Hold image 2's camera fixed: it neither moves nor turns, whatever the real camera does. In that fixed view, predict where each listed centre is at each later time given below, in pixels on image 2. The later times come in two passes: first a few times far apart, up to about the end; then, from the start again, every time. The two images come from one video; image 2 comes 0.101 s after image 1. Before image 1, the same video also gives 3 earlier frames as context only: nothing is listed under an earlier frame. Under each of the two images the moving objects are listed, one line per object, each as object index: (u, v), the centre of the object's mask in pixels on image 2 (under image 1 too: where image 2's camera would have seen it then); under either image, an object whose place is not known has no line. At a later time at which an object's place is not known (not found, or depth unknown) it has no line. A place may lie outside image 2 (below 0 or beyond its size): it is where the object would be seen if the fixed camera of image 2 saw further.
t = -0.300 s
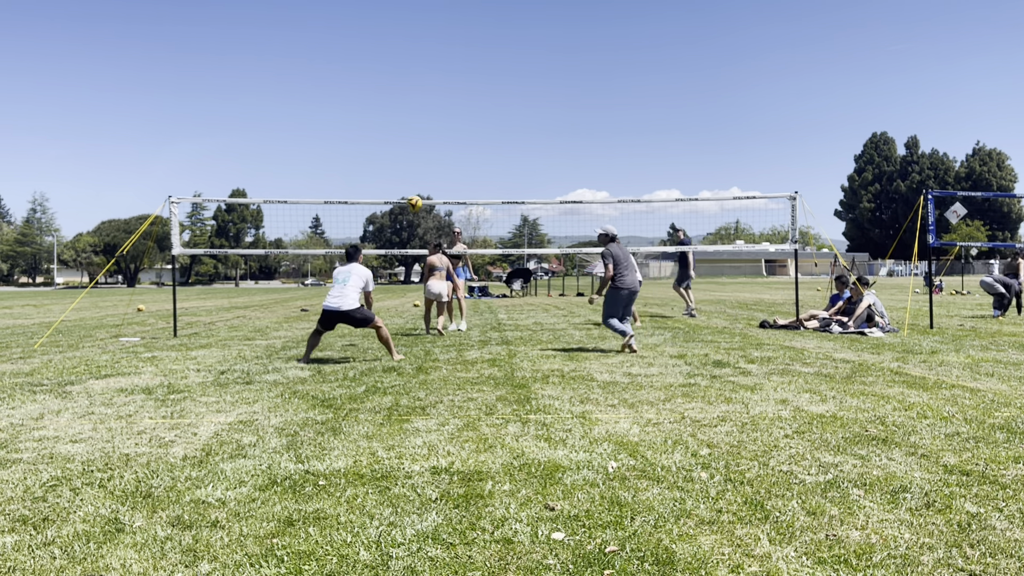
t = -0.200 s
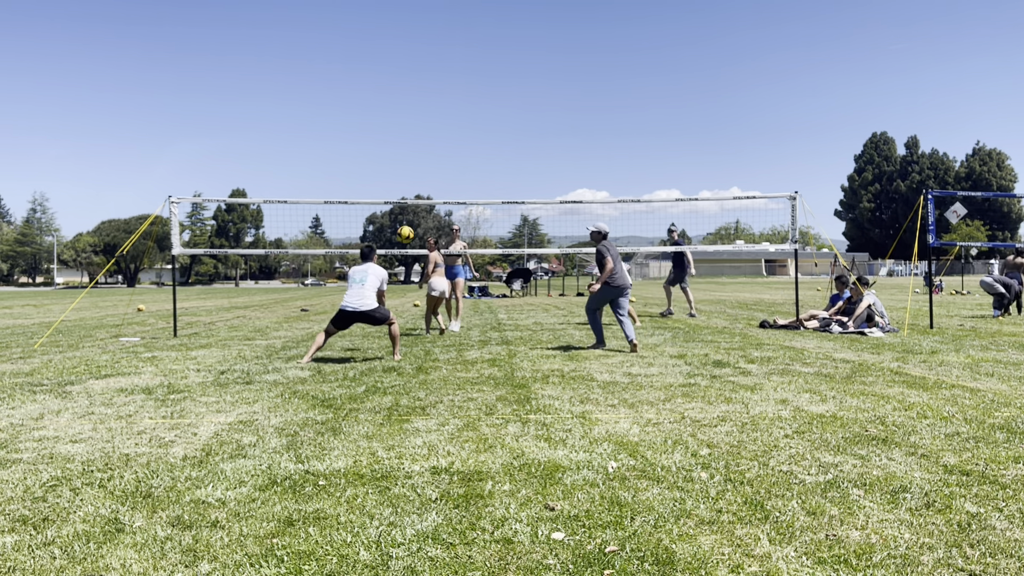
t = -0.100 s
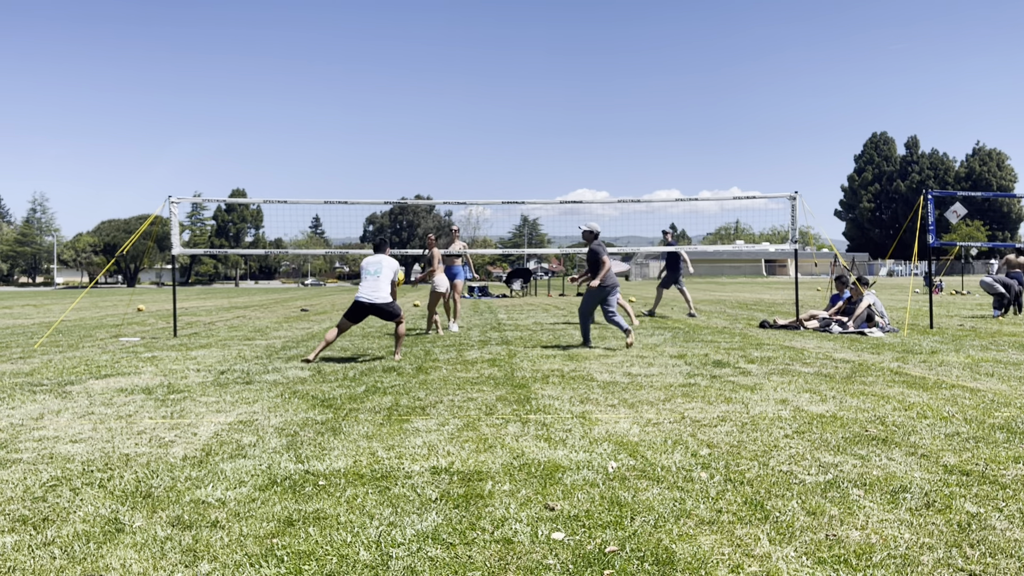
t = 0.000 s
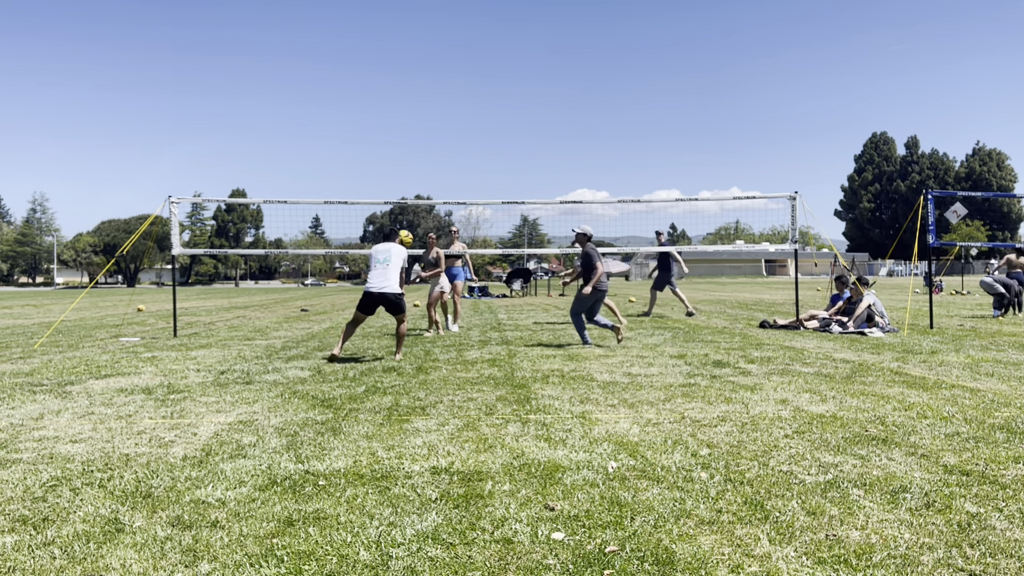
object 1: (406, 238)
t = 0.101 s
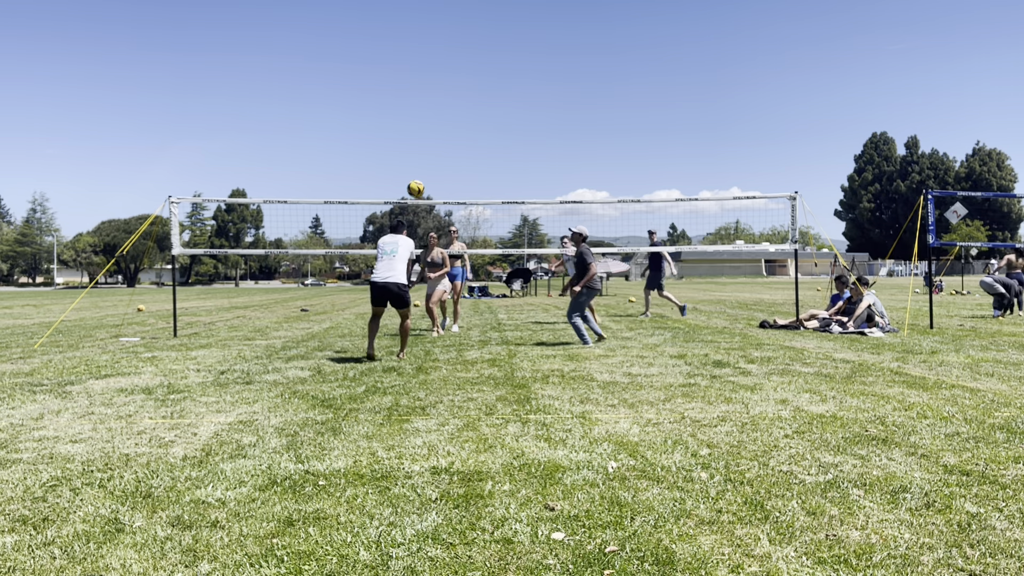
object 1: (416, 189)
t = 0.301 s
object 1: (439, 118)
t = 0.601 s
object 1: (471, 76)
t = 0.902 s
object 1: (501, 101)
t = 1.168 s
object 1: (527, 174)
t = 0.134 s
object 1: (420, 174)
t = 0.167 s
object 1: (423, 161)
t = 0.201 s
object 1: (427, 148)
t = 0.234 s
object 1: (431, 137)
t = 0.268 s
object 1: (435, 127)
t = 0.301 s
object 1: (439, 118)
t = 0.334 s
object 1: (442, 109)
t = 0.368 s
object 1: (446, 102)
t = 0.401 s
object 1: (449, 95)
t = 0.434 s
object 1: (453, 90)
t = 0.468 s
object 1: (457, 85)
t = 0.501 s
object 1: (460, 81)
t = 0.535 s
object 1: (464, 79)
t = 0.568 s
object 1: (467, 77)
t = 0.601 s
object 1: (471, 76)
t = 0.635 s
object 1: (474, 75)
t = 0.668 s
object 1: (478, 76)
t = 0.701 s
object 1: (481, 77)
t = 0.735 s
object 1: (485, 79)
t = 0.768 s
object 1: (488, 82)
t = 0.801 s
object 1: (491, 86)
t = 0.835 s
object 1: (495, 90)
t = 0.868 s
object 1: (498, 95)
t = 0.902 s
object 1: (501, 101)
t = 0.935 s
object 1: (504, 108)
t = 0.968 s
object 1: (508, 115)
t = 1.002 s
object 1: (511, 123)
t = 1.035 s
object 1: (514, 132)
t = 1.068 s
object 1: (518, 141)
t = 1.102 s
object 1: (521, 152)
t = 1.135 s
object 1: (524, 162)
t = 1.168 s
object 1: (527, 174)
